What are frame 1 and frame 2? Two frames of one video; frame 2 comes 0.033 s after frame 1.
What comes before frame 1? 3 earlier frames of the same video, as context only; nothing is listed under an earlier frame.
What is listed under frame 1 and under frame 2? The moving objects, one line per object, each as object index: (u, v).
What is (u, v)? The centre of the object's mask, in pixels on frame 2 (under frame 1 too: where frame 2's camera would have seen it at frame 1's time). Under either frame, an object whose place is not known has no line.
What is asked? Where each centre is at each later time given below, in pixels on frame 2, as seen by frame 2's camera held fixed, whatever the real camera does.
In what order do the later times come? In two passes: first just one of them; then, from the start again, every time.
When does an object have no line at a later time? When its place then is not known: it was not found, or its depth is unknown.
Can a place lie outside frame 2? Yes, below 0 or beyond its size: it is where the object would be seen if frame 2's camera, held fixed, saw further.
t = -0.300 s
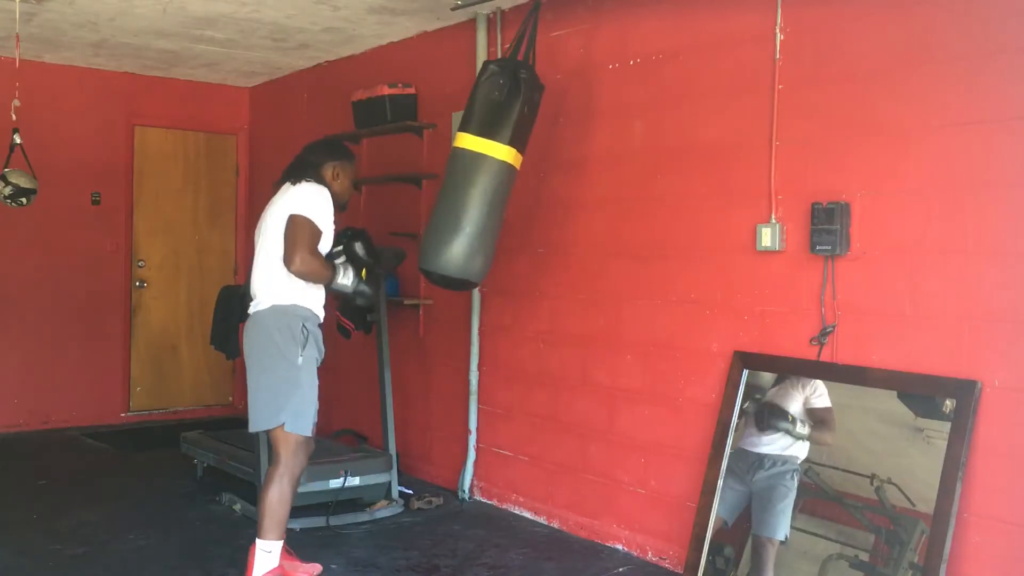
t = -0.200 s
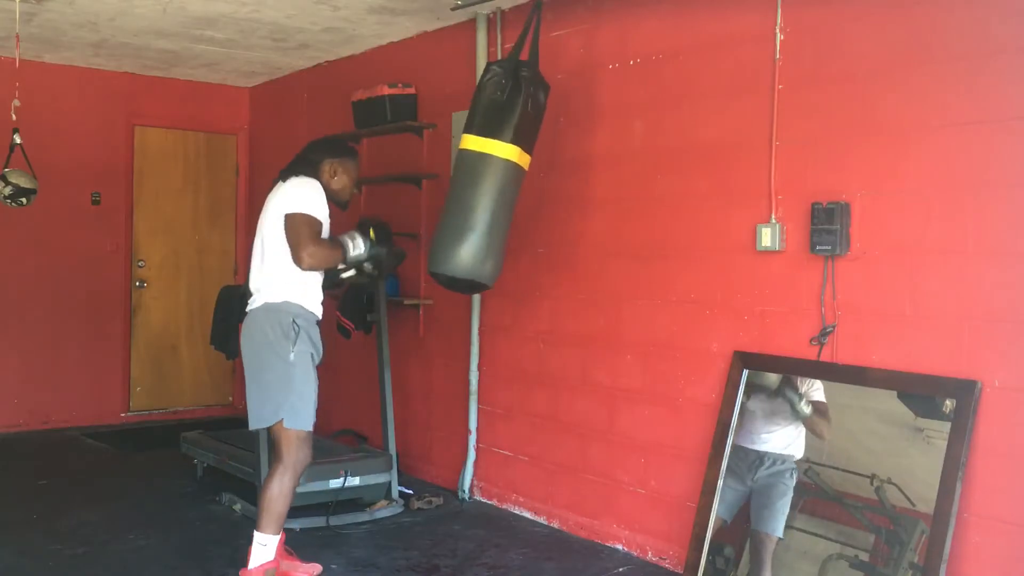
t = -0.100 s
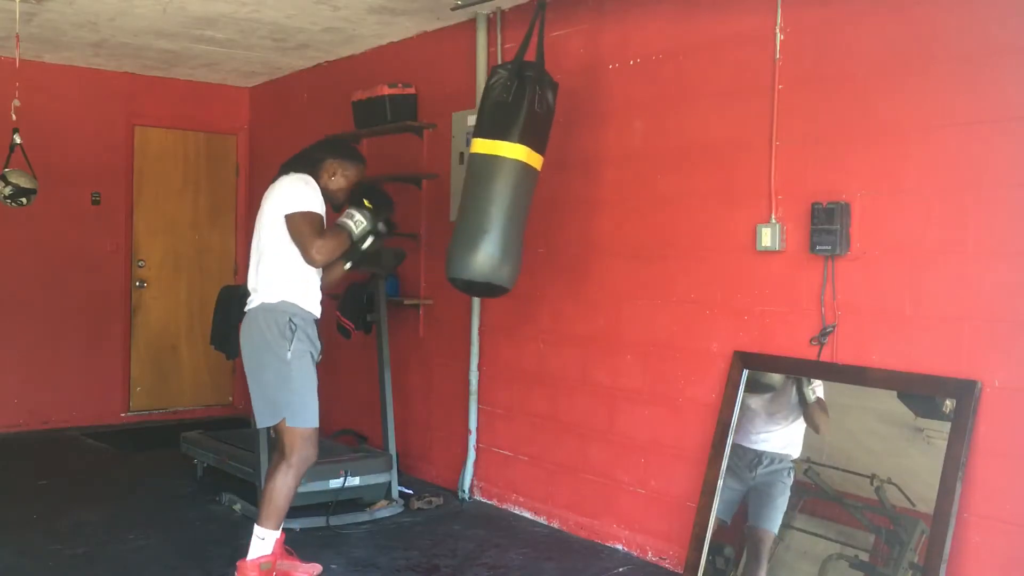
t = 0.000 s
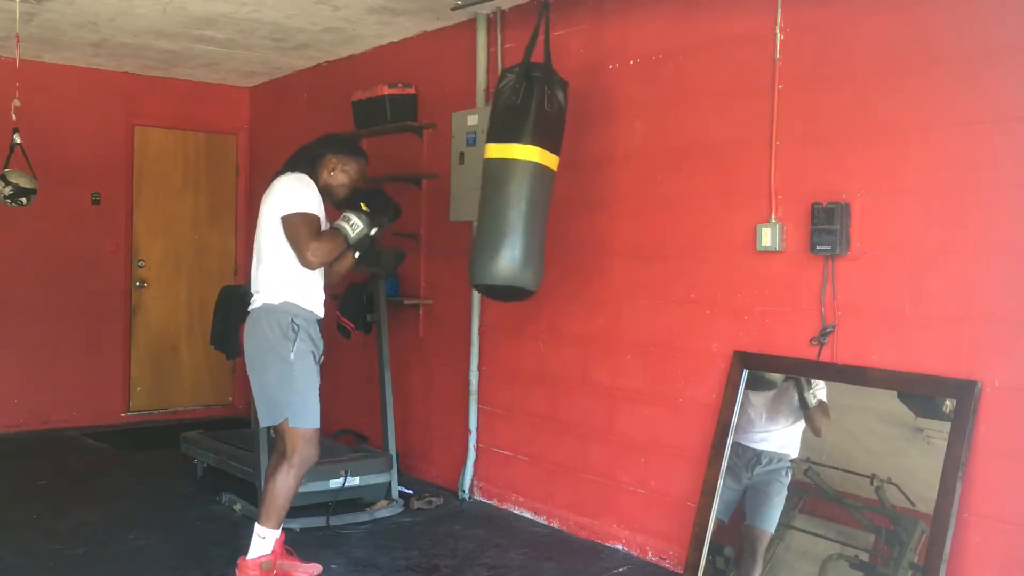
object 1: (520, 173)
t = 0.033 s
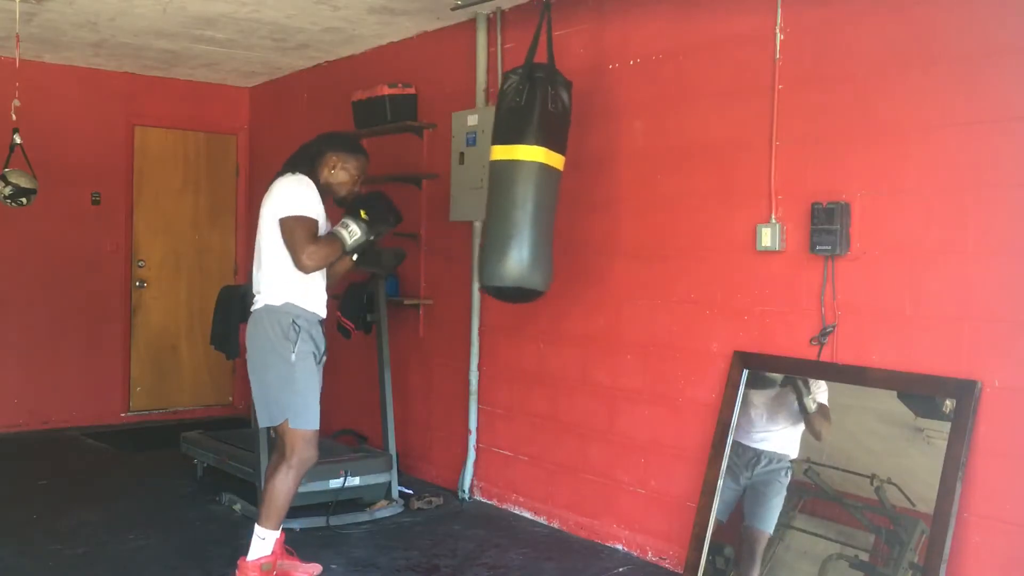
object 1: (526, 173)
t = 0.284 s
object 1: (574, 175)
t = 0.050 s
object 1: (529, 173)
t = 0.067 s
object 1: (532, 174)
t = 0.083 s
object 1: (535, 174)
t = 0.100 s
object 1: (539, 174)
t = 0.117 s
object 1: (542, 175)
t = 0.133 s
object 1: (545, 175)
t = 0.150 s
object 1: (549, 175)
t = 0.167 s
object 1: (552, 175)
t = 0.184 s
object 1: (555, 175)
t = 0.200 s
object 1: (559, 175)
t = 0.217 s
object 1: (562, 175)
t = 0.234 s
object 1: (565, 175)
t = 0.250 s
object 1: (568, 175)
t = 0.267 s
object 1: (571, 175)
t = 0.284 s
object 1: (574, 175)
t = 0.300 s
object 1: (578, 175)
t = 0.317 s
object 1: (581, 175)
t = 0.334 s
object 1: (583, 174)
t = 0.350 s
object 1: (586, 174)
